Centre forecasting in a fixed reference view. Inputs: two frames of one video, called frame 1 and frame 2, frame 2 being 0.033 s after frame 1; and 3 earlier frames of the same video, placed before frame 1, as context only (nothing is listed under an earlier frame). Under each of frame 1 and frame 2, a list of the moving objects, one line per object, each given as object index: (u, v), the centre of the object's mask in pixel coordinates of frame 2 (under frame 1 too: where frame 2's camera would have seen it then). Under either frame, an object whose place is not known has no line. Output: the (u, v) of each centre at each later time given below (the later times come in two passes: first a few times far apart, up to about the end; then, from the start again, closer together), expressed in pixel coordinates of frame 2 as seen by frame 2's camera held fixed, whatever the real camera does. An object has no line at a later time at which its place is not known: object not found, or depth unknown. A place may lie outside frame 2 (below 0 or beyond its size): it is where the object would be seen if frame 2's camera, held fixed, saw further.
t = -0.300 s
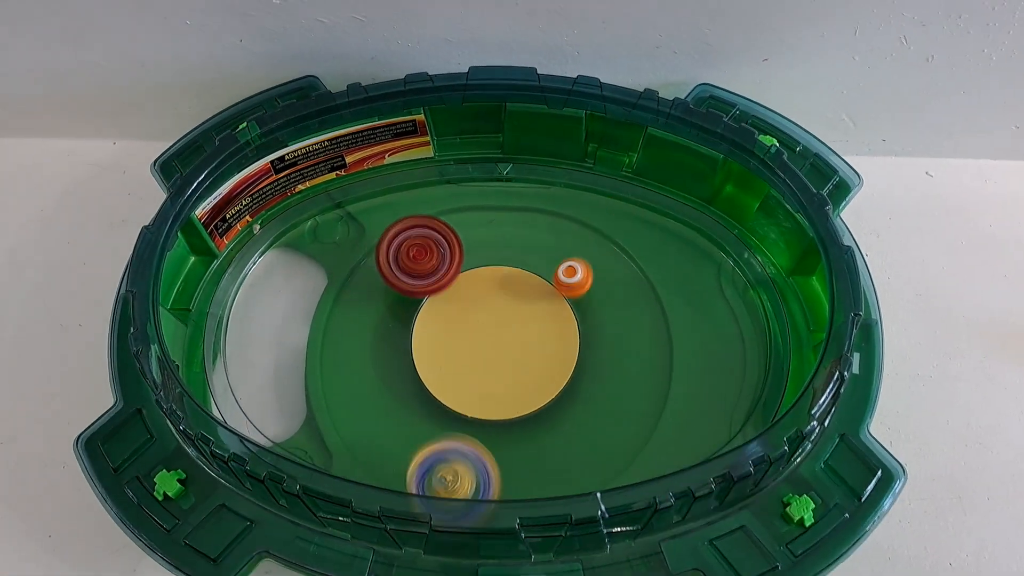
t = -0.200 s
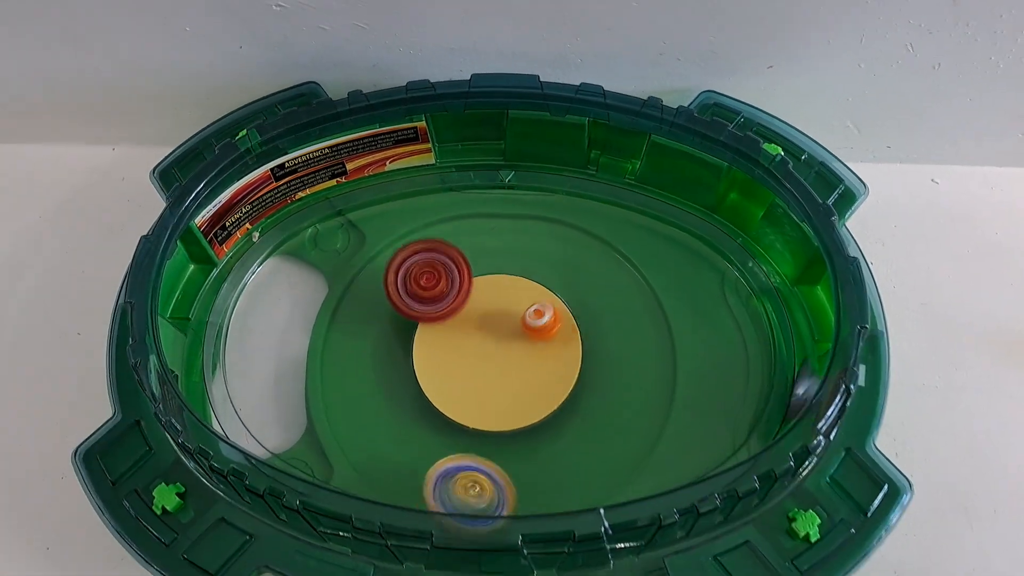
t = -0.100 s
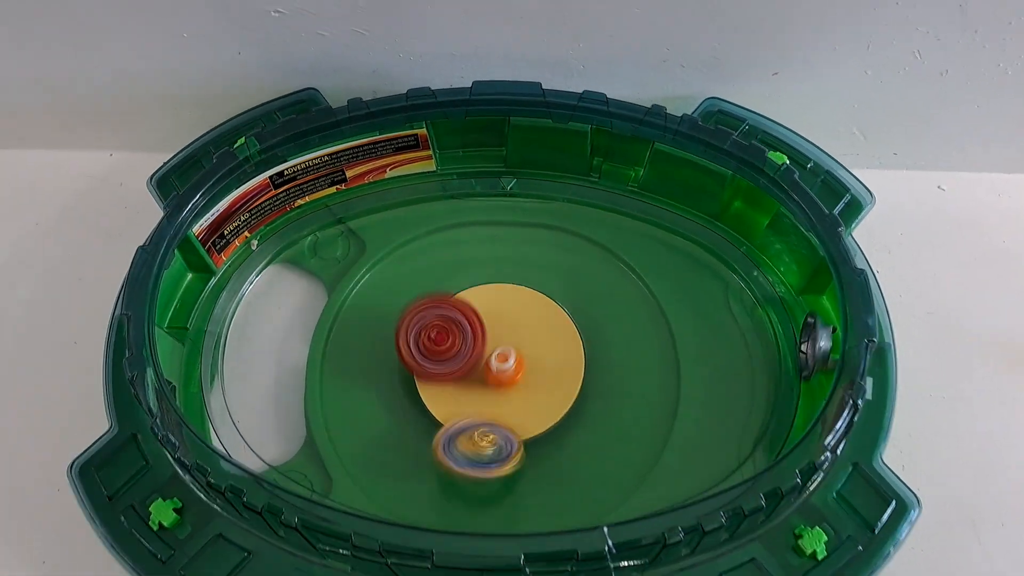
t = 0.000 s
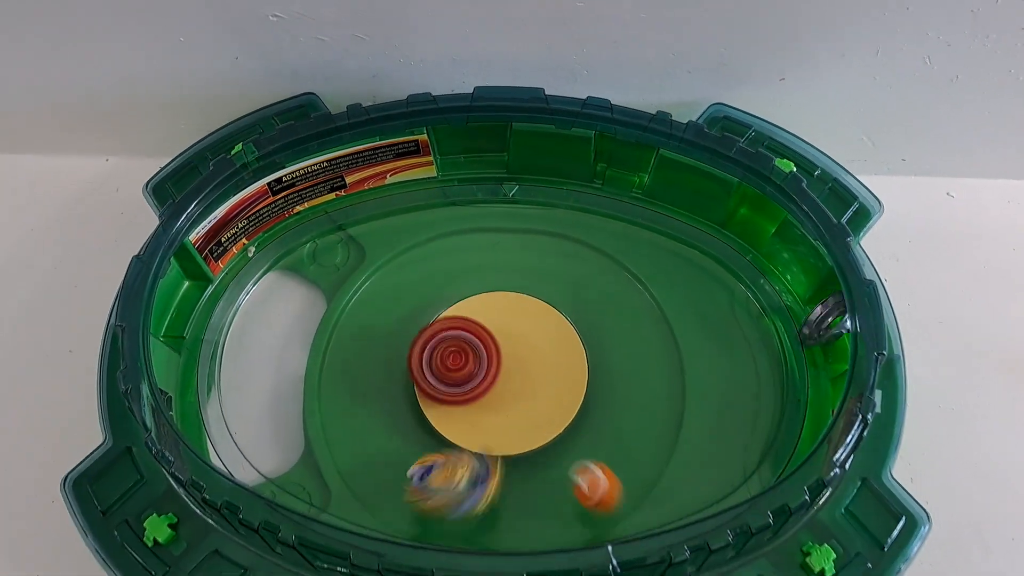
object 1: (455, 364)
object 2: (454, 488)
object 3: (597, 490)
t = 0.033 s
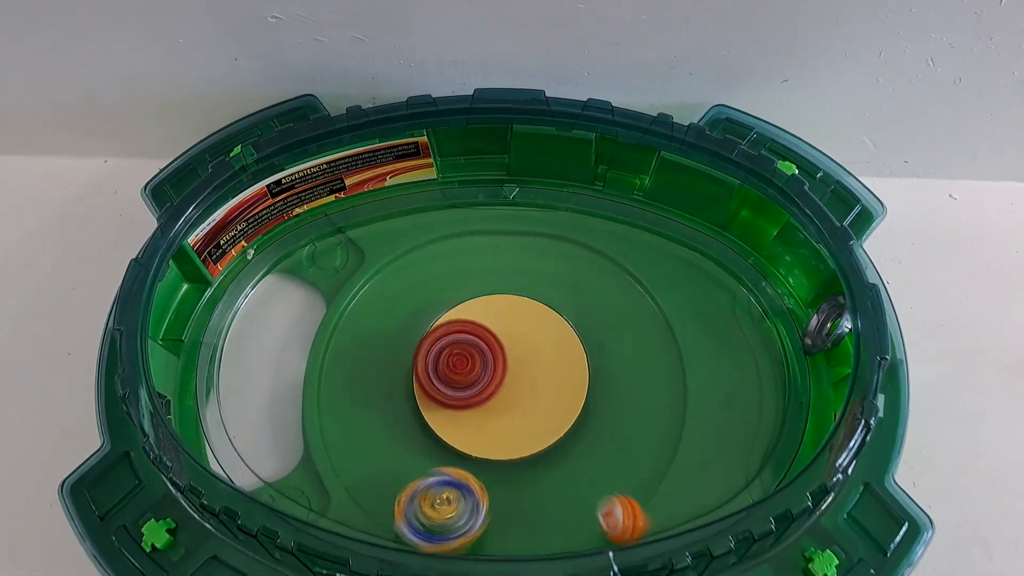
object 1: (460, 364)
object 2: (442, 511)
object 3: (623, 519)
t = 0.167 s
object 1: (482, 366)
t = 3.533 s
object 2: (433, 420)
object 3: (416, 277)
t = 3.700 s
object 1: (501, 372)
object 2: (433, 420)
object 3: (412, 279)
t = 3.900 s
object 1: (502, 372)
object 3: (403, 283)
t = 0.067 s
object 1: (466, 365)
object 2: (436, 509)
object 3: (641, 518)
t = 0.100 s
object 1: (472, 366)
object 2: (432, 500)
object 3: (653, 508)
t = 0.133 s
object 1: (477, 366)
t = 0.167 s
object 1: (482, 366)
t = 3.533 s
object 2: (433, 420)
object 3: (416, 277)
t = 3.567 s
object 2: (433, 420)
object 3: (416, 277)
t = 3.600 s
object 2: (433, 420)
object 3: (414, 278)
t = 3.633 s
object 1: (501, 371)
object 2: (433, 420)
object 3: (414, 278)
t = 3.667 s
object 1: (501, 372)
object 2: (433, 420)
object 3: (413, 279)
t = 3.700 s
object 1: (501, 372)
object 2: (433, 420)
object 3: (412, 279)
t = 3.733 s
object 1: (501, 372)
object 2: (433, 420)
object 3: (411, 280)
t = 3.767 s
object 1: (502, 372)
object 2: (433, 420)
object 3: (409, 281)
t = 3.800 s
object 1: (502, 372)
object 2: (433, 420)
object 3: (408, 281)
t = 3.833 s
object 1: (502, 372)
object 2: (433, 420)
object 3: (406, 282)
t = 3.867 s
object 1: (502, 372)
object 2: (433, 420)
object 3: (404, 283)
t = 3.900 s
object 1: (502, 372)
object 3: (403, 283)
